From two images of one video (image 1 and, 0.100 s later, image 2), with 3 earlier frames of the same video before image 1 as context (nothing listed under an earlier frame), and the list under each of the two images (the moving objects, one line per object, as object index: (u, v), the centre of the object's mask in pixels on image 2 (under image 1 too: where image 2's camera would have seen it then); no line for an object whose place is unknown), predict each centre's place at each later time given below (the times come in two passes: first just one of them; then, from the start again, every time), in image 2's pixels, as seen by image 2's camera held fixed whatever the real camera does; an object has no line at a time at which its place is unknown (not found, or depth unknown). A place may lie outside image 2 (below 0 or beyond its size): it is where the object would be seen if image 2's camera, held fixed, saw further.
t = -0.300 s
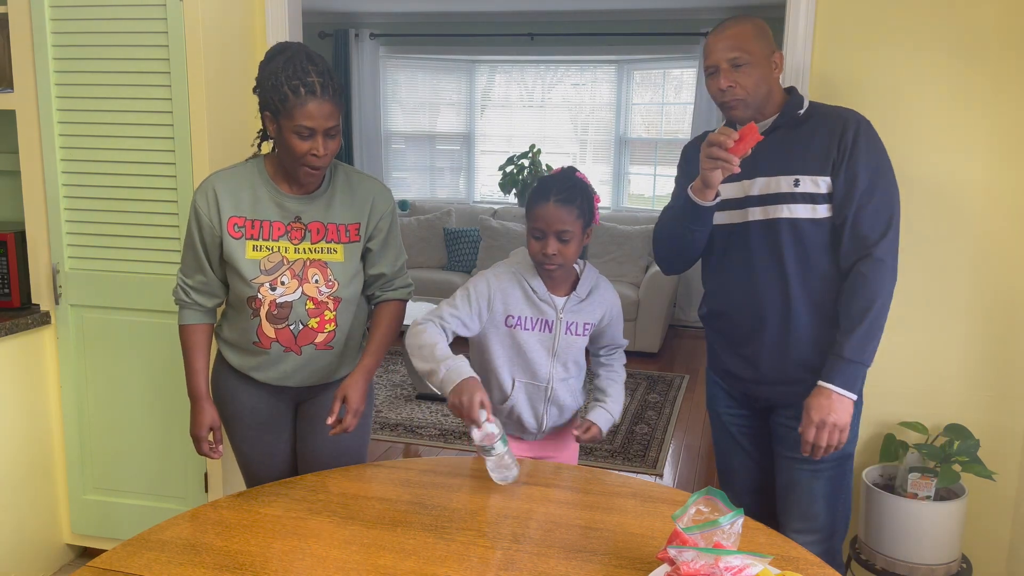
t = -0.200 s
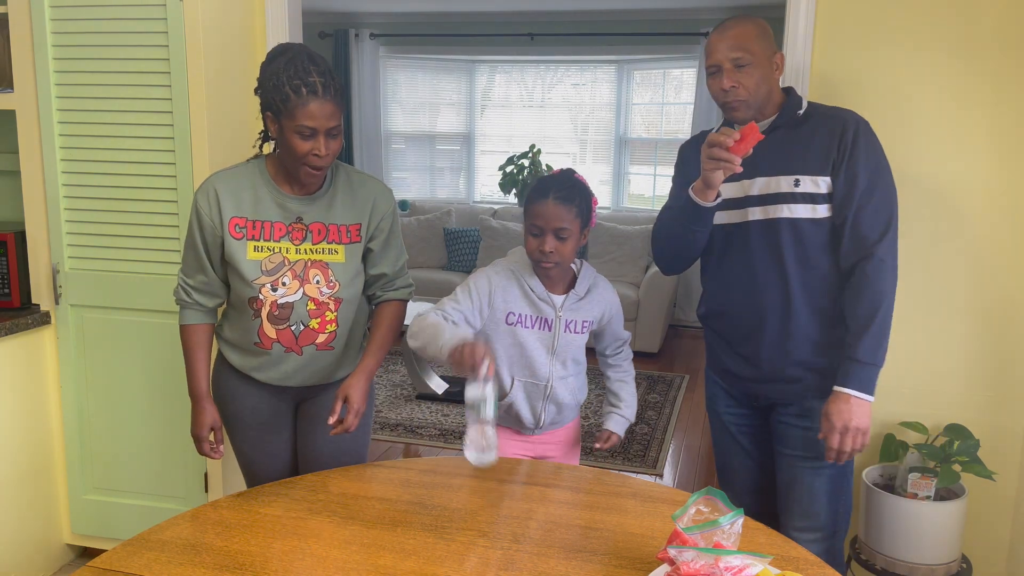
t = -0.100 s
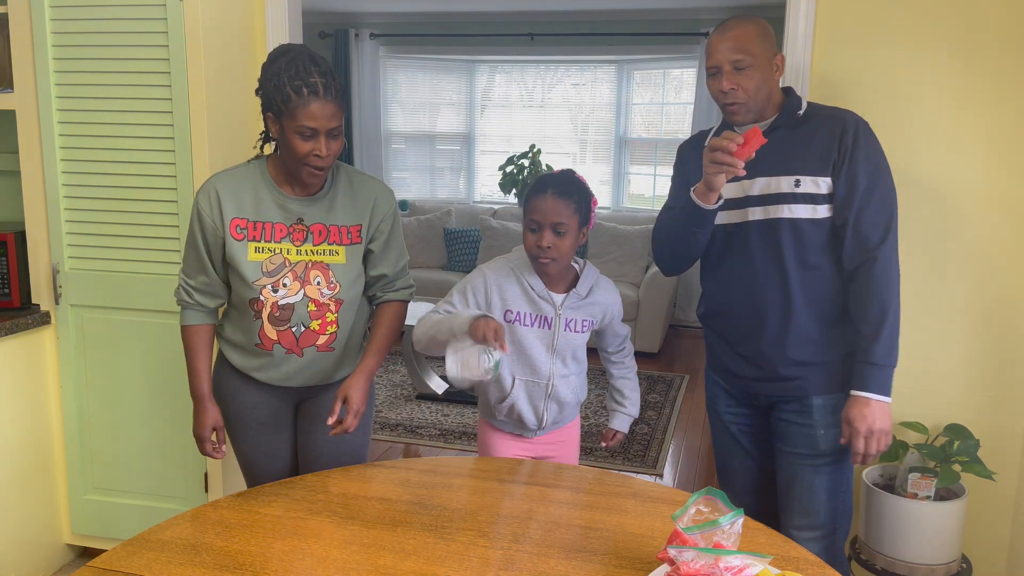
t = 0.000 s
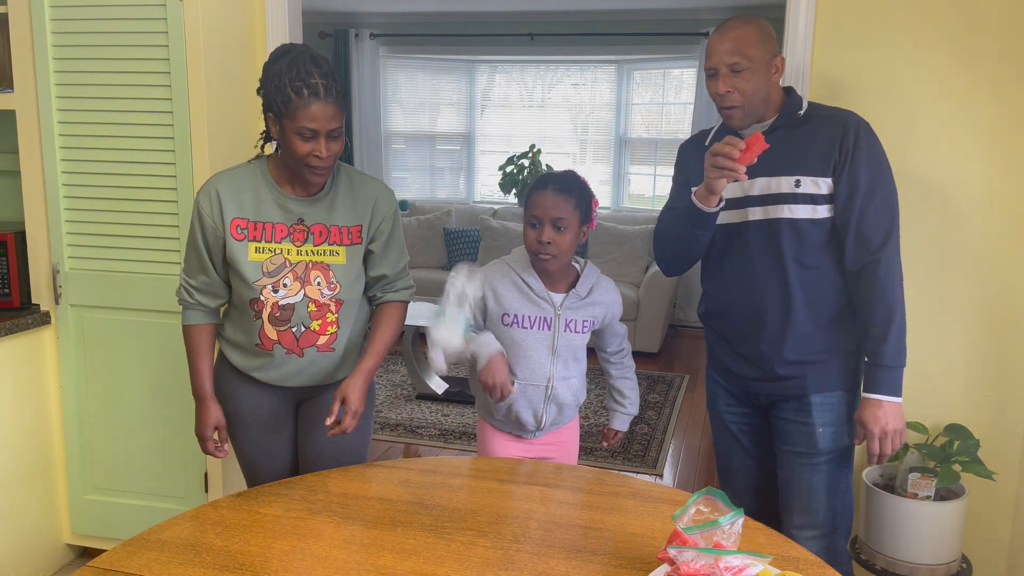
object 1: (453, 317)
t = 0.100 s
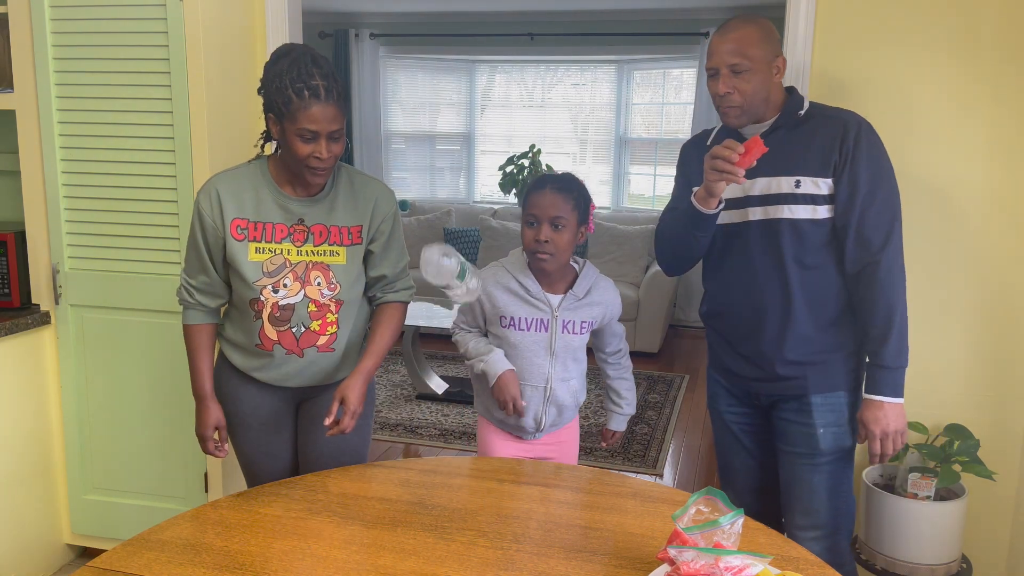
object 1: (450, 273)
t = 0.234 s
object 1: (446, 333)
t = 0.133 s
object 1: (449, 276)
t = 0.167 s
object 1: (449, 288)
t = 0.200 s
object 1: (447, 307)
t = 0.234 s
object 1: (446, 333)
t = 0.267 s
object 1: (445, 364)
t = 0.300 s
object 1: (443, 403)
